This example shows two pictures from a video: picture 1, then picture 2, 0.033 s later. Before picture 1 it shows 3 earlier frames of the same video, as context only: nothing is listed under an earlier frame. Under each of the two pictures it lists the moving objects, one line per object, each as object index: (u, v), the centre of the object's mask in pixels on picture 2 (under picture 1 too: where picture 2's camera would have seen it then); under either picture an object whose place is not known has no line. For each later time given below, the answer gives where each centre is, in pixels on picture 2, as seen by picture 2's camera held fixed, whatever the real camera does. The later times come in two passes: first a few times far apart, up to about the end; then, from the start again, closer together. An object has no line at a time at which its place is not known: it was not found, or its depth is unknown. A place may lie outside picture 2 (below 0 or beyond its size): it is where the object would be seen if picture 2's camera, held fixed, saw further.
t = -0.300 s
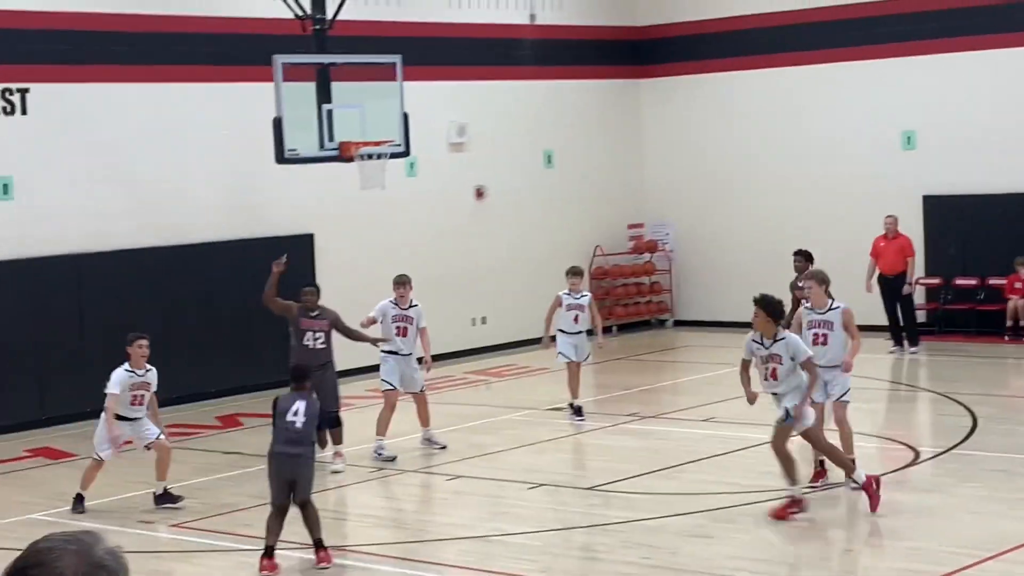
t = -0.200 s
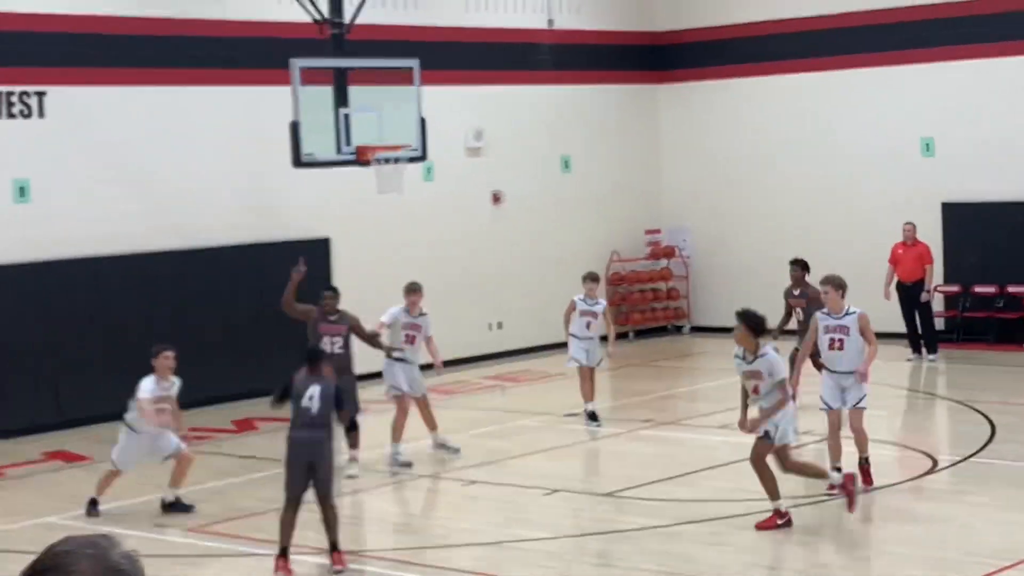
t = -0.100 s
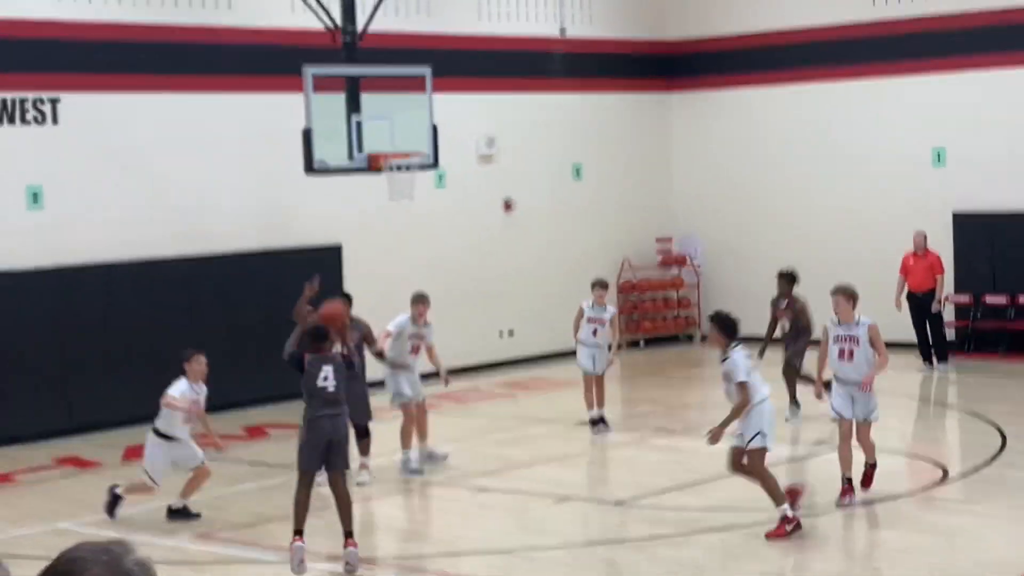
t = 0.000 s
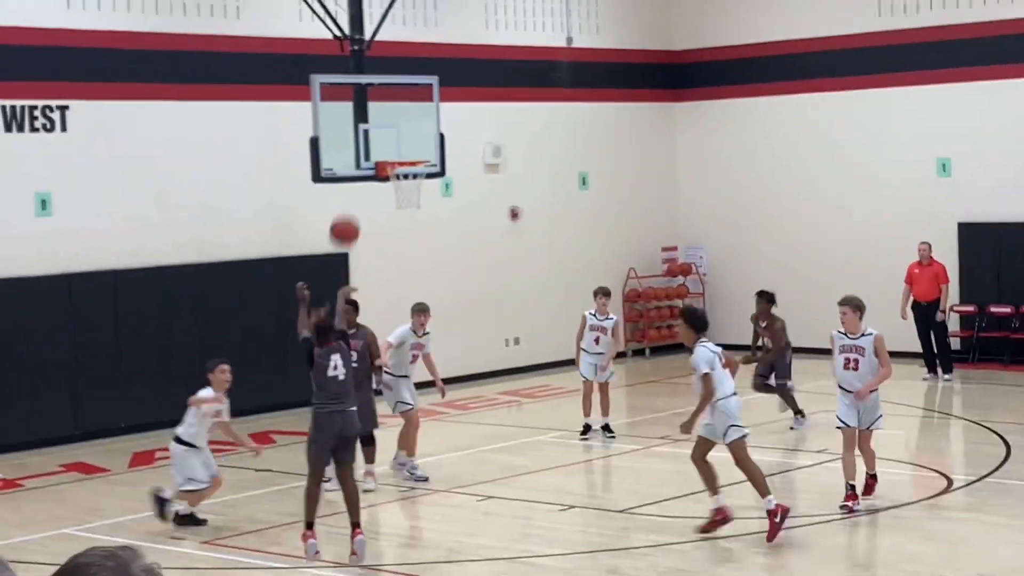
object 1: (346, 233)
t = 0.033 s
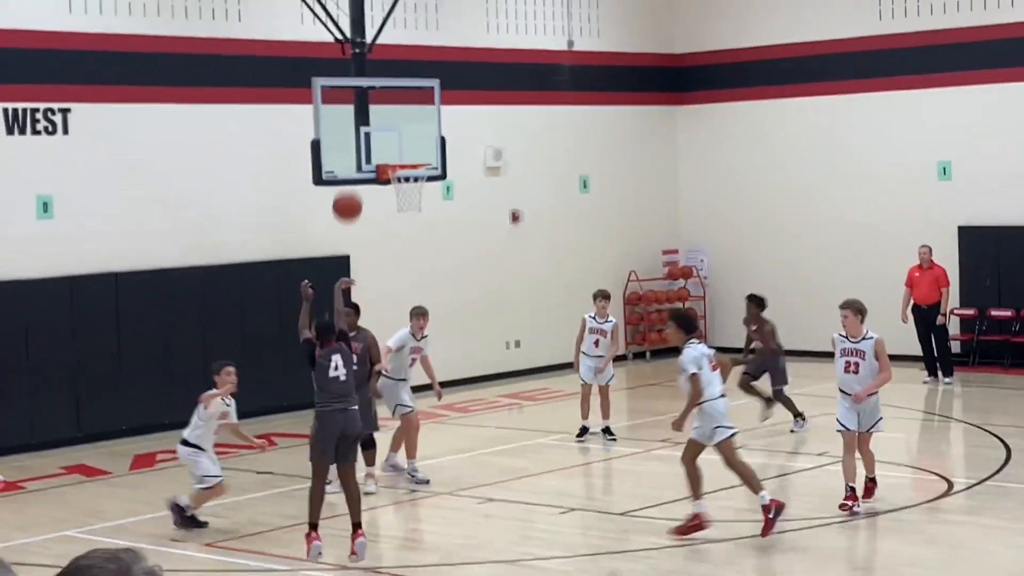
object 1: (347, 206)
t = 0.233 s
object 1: (359, 80)
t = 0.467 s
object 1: (375, 7)
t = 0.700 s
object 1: (391, 4)
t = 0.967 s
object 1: (409, 58)
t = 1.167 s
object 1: (422, 139)
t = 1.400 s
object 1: (411, 155)
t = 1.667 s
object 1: (453, 175)
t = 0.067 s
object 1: (349, 181)
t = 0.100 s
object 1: (351, 156)
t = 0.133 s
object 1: (352, 134)
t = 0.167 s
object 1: (355, 114)
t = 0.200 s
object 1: (358, 97)
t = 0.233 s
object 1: (359, 80)
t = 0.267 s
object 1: (361, 62)
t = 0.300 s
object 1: (363, 52)
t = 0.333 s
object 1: (365, 39)
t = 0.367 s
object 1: (367, 29)
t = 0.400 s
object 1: (370, 20)
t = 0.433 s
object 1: (372, 13)
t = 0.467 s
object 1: (375, 7)
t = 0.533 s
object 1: (379, 3)
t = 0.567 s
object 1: (381, 2)
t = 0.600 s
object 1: (383, 1)
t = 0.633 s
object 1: (385, 2)
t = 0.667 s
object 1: (388, 2)
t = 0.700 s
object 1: (391, 4)
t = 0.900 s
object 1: (404, 37)
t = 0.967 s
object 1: (409, 58)
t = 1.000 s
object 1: (411, 68)
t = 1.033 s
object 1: (414, 81)
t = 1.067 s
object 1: (416, 95)
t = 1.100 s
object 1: (418, 108)
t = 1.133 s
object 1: (420, 124)
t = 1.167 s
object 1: (422, 139)
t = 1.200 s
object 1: (424, 155)
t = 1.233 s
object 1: (421, 153)
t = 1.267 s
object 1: (418, 153)
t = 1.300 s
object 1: (415, 152)
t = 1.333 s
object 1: (412, 153)
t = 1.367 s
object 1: (409, 155)
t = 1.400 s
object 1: (411, 155)
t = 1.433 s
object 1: (417, 155)
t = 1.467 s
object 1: (423, 156)
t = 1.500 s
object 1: (429, 157)
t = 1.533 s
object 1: (434, 158)
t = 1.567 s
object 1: (438, 162)
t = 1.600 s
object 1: (443, 165)
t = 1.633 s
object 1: (448, 169)
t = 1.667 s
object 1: (453, 175)
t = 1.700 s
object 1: (458, 181)
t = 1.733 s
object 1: (463, 188)
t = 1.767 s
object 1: (467, 197)
